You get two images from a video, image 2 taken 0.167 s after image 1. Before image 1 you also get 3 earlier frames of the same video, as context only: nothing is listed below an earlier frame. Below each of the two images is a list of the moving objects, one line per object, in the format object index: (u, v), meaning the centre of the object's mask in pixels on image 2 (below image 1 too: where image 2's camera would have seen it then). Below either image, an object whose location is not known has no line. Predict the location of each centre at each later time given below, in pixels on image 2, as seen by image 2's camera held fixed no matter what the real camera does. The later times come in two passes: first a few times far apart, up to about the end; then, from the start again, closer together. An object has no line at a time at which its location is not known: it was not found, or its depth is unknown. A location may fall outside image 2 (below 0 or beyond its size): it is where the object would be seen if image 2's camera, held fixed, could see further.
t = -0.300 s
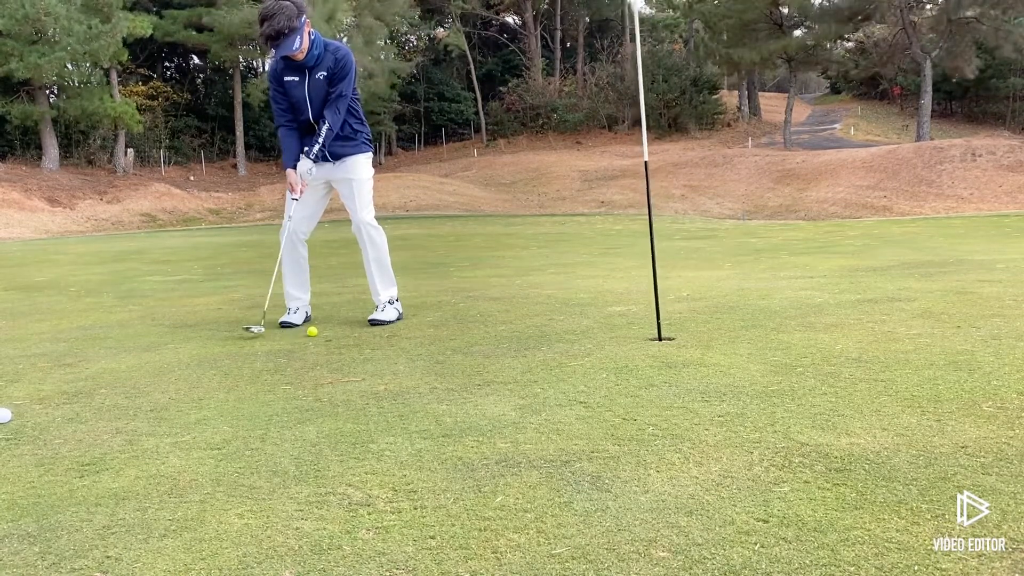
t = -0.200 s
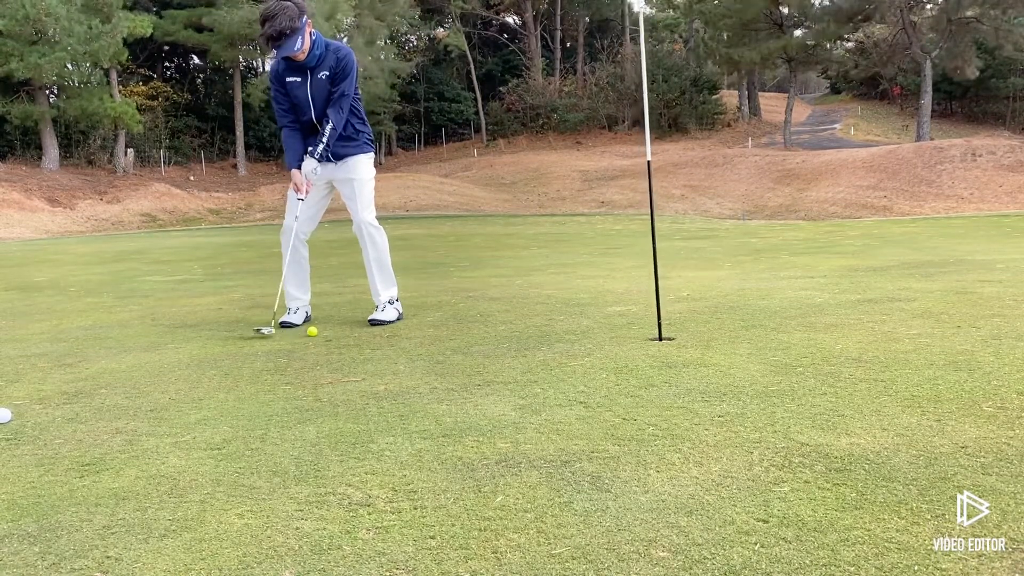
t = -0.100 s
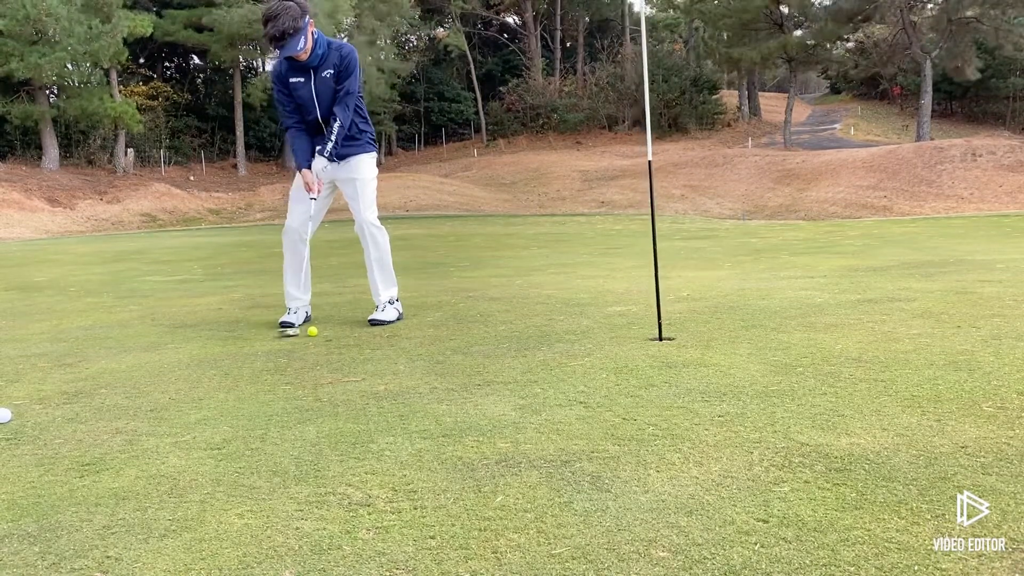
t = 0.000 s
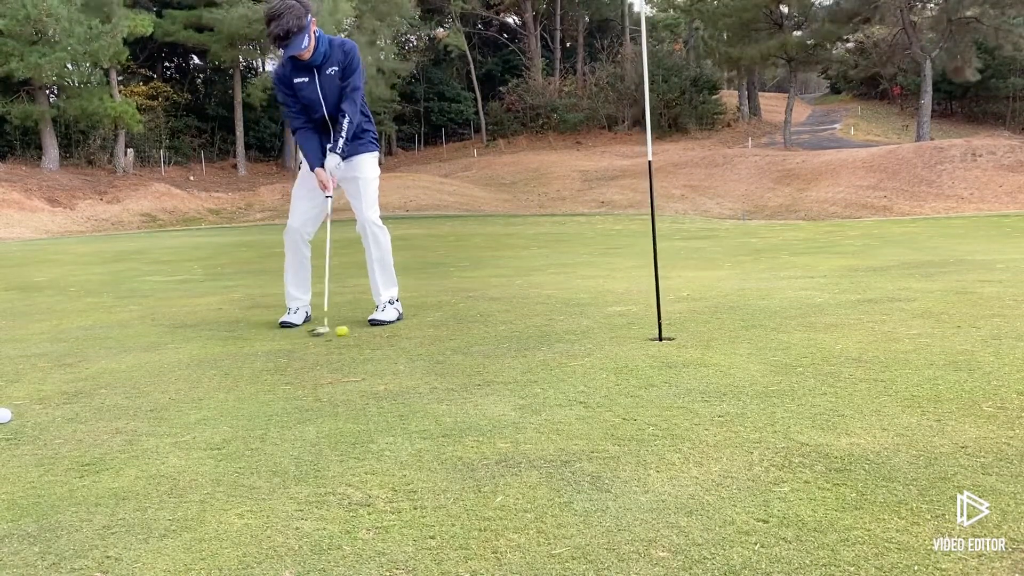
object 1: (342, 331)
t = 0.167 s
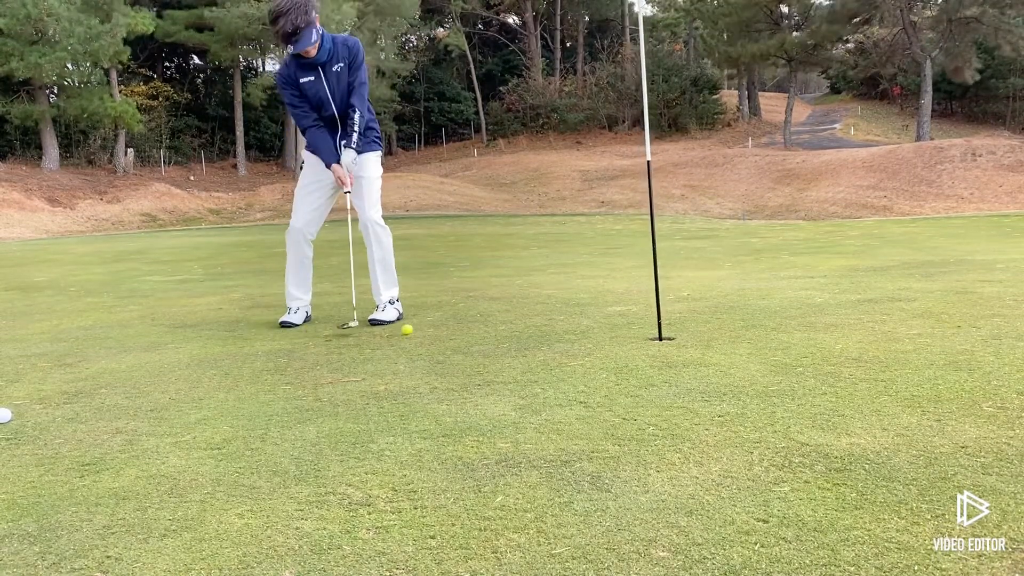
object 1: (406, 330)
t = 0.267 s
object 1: (441, 329)
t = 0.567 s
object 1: (540, 328)
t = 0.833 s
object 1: (623, 327)
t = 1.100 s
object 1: (698, 327)
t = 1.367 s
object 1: (766, 328)
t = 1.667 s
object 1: (831, 329)
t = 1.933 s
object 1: (878, 331)
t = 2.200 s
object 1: (912, 332)
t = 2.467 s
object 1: (933, 334)
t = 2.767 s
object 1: (945, 335)
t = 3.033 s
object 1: (947, 336)
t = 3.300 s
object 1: (947, 336)
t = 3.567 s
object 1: (948, 336)
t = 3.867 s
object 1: (948, 336)
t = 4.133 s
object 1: (948, 336)
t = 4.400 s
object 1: (948, 336)
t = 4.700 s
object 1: (948, 336)
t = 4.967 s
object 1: (948, 336)
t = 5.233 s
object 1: (948, 336)
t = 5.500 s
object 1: (948, 336)
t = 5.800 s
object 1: (947, 337)
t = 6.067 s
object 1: (947, 337)
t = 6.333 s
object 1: (947, 337)
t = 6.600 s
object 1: (946, 337)
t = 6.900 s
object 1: (946, 337)
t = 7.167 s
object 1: (947, 337)
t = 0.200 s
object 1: (419, 329)
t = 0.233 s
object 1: (431, 329)
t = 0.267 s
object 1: (441, 329)
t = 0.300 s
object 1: (453, 329)
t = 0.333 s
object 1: (464, 329)
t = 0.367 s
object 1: (475, 329)
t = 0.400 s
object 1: (487, 329)
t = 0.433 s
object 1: (497, 328)
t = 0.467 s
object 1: (508, 328)
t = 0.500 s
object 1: (519, 328)
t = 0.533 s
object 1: (530, 328)
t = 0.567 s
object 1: (540, 328)
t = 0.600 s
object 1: (551, 328)
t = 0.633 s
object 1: (561, 328)
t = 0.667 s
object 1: (572, 327)
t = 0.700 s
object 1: (583, 327)
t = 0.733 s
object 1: (593, 327)
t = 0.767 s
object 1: (603, 327)
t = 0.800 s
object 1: (613, 327)
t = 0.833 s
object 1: (623, 327)
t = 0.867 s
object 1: (633, 327)
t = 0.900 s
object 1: (642, 327)
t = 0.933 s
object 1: (652, 327)
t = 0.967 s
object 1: (665, 327)
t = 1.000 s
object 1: (671, 327)
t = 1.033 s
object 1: (680, 327)
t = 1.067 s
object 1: (689, 327)
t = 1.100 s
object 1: (698, 327)
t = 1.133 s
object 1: (707, 327)
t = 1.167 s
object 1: (716, 327)
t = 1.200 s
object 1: (724, 328)
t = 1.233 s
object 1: (733, 328)
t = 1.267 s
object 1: (742, 328)
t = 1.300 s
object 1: (750, 328)
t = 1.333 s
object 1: (758, 328)
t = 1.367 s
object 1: (766, 328)
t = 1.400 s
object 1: (774, 329)
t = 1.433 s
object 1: (781, 329)
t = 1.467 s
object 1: (790, 329)
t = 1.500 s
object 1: (796, 329)
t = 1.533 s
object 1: (803, 329)
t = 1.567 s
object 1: (811, 329)
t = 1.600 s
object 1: (817, 329)
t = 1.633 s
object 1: (825, 329)
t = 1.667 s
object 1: (831, 329)
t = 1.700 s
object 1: (837, 329)
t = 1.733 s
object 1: (844, 330)
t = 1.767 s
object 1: (850, 330)
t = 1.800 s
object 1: (856, 330)
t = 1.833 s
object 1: (861, 330)
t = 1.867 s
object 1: (868, 330)
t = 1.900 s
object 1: (872, 331)
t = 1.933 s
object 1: (878, 331)
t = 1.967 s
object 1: (883, 331)
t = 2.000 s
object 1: (887, 331)
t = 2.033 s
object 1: (893, 331)
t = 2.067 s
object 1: (897, 331)
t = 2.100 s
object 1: (901, 331)
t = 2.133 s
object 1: (905, 332)
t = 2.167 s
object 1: (907, 332)
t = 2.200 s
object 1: (912, 332)
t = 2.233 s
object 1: (914, 332)
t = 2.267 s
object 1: (919, 332)
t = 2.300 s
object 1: (920, 332)
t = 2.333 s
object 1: (923, 333)
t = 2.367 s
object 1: (926, 333)
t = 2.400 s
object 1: (929, 333)
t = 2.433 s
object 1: (931, 333)
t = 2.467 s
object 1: (933, 334)
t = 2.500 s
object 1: (935, 334)
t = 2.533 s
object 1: (937, 334)
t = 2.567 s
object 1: (937, 334)
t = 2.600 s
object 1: (939, 334)
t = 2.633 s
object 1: (941, 334)
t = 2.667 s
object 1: (942, 335)
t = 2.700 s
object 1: (942, 335)
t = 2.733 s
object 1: (943, 335)
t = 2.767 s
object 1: (945, 335)
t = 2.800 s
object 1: (945, 335)
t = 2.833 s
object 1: (946, 335)
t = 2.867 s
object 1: (946, 335)
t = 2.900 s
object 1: (946, 335)
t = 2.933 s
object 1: (946, 335)
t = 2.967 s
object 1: (946, 335)
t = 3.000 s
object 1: (946, 336)
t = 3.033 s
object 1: (947, 336)
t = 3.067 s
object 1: (947, 336)
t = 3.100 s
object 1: (946, 336)
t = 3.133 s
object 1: (947, 336)
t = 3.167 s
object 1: (947, 336)
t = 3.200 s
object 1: (947, 336)
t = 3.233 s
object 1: (947, 336)
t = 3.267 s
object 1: (947, 336)
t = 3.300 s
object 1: (947, 336)
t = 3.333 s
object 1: (948, 336)
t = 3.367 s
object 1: (948, 336)
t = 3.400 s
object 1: (948, 336)
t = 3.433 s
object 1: (948, 336)
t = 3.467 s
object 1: (948, 336)
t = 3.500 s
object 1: (948, 336)
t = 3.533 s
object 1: (948, 336)
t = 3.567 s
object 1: (948, 336)
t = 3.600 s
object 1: (948, 336)
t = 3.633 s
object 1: (948, 336)
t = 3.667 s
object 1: (948, 336)
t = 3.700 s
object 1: (948, 336)
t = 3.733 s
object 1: (948, 336)
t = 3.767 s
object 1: (948, 336)
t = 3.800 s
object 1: (948, 336)
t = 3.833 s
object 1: (948, 336)
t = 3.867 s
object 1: (948, 336)
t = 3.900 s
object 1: (948, 336)
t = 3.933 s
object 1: (948, 336)
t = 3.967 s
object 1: (948, 336)
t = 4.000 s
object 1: (948, 336)
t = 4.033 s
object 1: (948, 336)
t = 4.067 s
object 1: (948, 336)
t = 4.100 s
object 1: (948, 336)
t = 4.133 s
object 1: (948, 336)
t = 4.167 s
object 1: (948, 336)
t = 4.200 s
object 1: (948, 336)
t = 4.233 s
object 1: (948, 336)
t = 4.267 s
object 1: (948, 336)
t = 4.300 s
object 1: (948, 336)
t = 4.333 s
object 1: (948, 336)
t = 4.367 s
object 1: (948, 336)
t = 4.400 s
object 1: (948, 336)
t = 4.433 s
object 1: (948, 336)
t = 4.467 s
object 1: (948, 336)
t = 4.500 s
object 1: (948, 336)
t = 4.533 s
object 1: (948, 336)
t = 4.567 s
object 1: (948, 336)
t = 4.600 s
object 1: (948, 336)
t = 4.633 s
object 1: (948, 336)
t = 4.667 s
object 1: (948, 336)
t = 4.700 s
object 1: (948, 336)
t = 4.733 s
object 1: (948, 336)
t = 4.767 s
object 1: (948, 336)
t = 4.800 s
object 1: (948, 336)
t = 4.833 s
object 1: (948, 336)
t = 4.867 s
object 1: (948, 336)
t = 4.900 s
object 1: (948, 336)
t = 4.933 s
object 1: (948, 336)
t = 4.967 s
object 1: (948, 336)
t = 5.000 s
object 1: (948, 336)
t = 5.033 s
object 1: (948, 336)
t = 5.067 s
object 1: (948, 336)
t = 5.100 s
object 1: (948, 336)
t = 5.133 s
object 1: (948, 336)
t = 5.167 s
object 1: (948, 336)
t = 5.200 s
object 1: (948, 336)
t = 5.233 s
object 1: (948, 336)
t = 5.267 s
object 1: (948, 336)
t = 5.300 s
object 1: (948, 336)
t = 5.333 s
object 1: (948, 336)
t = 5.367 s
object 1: (948, 336)
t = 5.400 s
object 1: (948, 336)
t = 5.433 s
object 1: (948, 336)
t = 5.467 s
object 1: (948, 336)
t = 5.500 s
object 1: (948, 336)
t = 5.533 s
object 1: (948, 336)
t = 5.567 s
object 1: (948, 336)
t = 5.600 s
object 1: (948, 336)
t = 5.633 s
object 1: (948, 336)
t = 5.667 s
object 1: (948, 336)
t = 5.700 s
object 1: (948, 336)
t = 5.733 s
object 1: (948, 337)
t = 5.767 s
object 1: (948, 336)
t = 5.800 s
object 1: (947, 337)
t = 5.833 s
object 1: (947, 337)
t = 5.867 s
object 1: (947, 337)
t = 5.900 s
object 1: (947, 337)
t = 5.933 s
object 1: (947, 337)
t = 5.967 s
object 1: (947, 337)
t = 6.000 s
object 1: (947, 337)
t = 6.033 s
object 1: (947, 337)
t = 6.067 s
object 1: (947, 337)
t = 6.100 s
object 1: (947, 337)
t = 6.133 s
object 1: (947, 337)
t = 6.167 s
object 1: (947, 337)
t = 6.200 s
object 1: (947, 337)
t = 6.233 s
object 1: (947, 337)
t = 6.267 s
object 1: (947, 337)
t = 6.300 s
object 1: (947, 337)
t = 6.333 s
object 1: (947, 337)
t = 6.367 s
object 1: (947, 337)
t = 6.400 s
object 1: (947, 337)
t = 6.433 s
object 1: (947, 337)
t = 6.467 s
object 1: (947, 337)
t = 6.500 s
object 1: (947, 337)
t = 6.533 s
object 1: (946, 337)
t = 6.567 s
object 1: (947, 337)
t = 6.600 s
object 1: (946, 337)
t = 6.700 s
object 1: (947, 337)
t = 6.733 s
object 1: (947, 337)
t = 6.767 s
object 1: (947, 337)
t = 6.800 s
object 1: (947, 337)
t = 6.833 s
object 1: (947, 337)
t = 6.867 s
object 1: (946, 337)
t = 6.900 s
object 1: (946, 337)
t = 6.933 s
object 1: (947, 337)
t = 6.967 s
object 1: (946, 337)
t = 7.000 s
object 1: (946, 337)
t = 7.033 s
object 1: (946, 337)
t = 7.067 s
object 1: (946, 337)
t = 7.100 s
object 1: (946, 337)
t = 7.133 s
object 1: (947, 337)
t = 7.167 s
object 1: (947, 337)
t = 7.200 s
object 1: (947, 337)
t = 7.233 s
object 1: (947, 337)
